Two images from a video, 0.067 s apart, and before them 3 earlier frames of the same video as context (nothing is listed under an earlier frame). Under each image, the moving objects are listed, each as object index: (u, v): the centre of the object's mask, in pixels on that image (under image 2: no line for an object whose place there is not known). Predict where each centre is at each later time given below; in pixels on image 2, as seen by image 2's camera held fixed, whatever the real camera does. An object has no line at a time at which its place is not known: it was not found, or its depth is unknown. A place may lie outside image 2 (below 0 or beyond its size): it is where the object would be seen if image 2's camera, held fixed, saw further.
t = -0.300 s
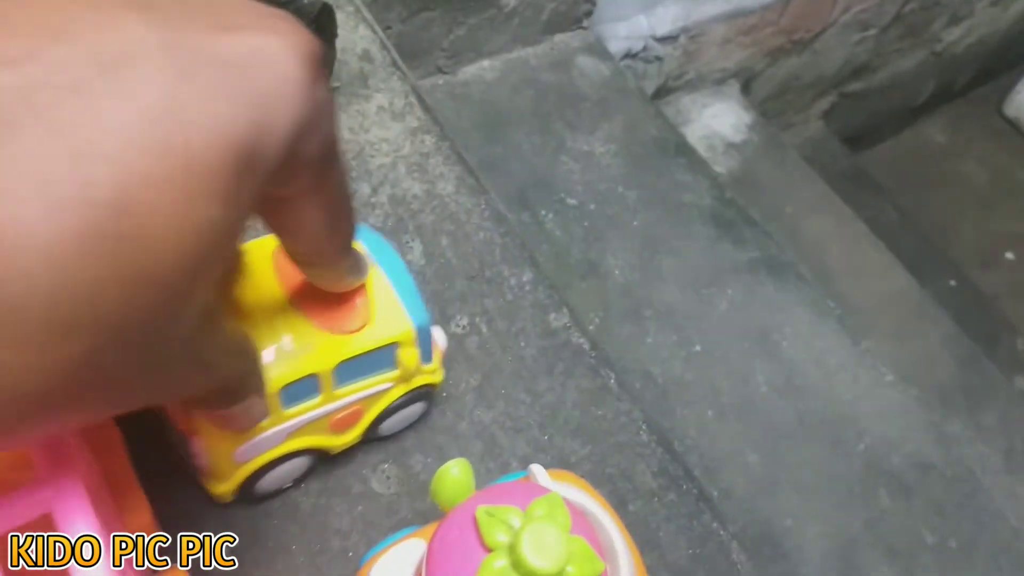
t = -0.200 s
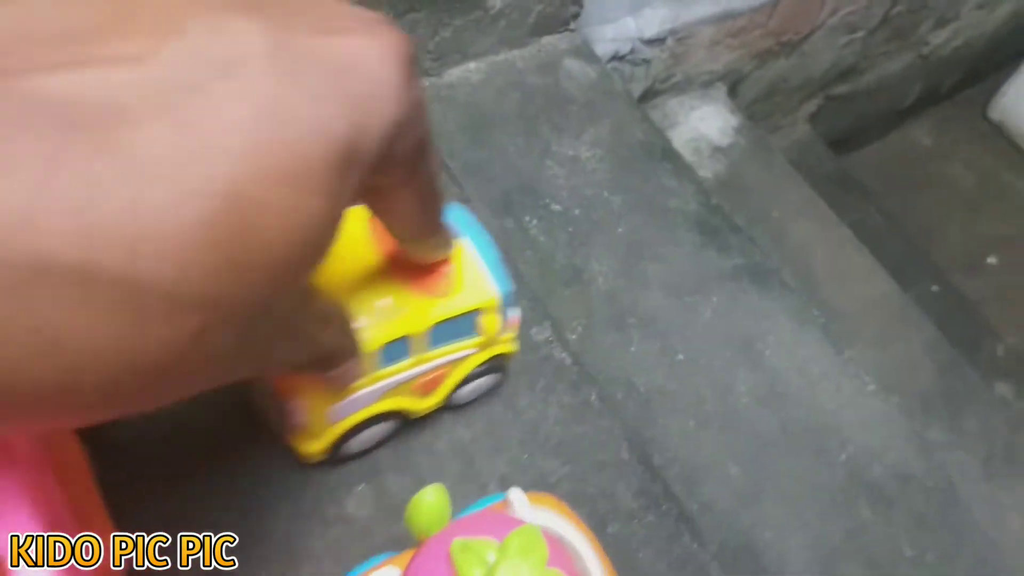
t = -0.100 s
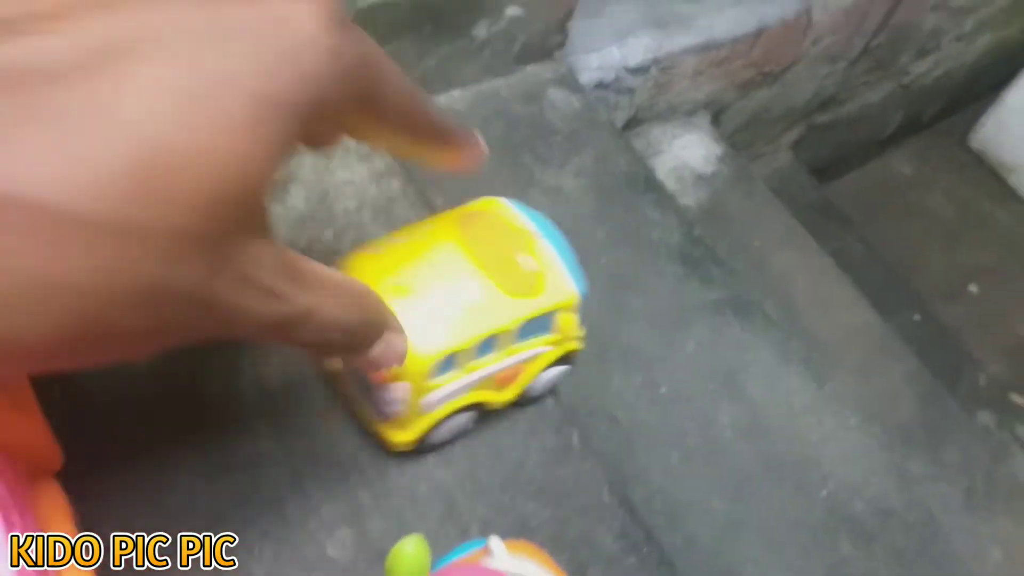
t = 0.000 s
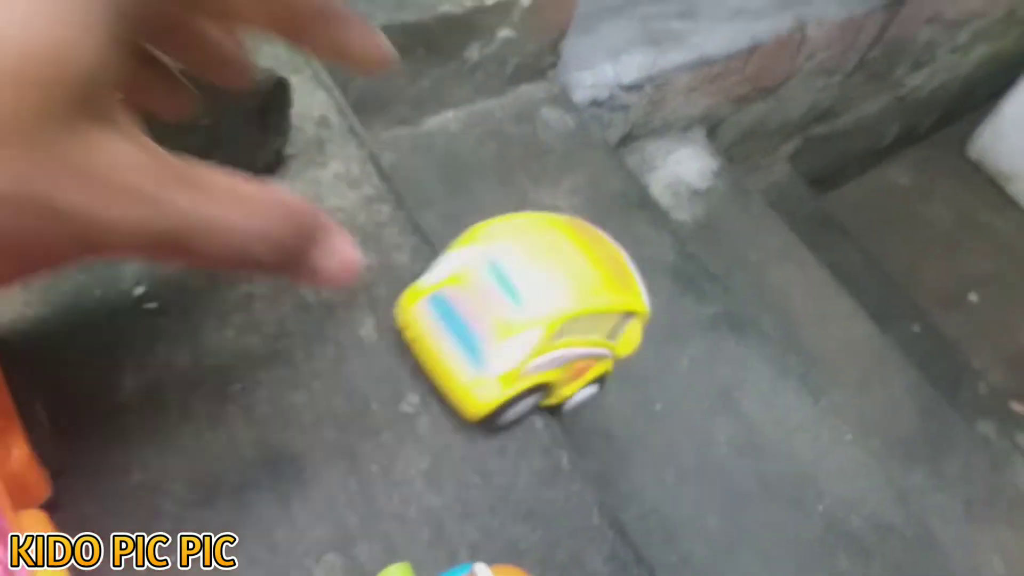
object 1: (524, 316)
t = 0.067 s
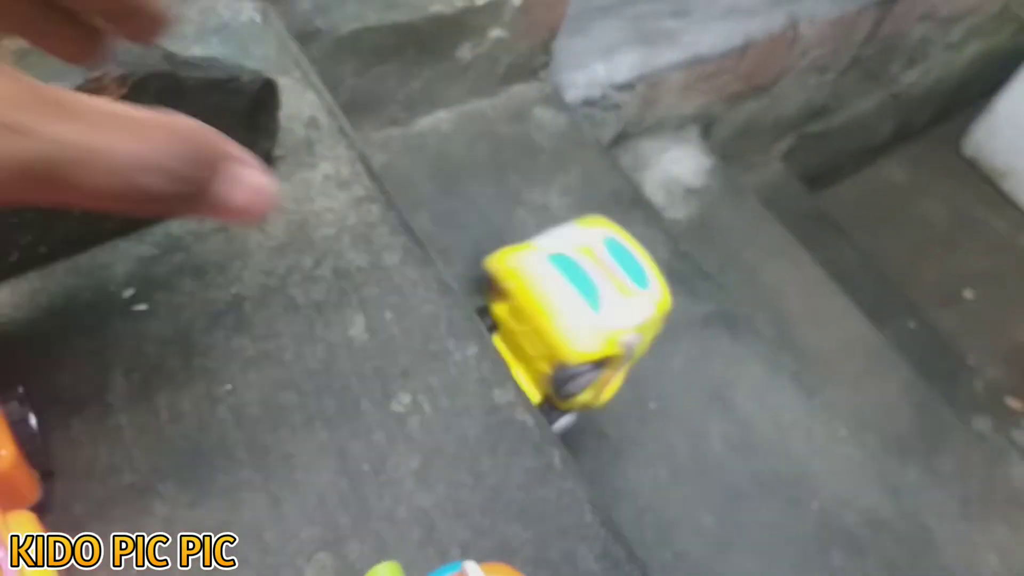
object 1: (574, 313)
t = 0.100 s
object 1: (581, 335)
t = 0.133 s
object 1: (581, 367)
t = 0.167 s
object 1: (608, 366)
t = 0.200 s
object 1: (648, 349)
